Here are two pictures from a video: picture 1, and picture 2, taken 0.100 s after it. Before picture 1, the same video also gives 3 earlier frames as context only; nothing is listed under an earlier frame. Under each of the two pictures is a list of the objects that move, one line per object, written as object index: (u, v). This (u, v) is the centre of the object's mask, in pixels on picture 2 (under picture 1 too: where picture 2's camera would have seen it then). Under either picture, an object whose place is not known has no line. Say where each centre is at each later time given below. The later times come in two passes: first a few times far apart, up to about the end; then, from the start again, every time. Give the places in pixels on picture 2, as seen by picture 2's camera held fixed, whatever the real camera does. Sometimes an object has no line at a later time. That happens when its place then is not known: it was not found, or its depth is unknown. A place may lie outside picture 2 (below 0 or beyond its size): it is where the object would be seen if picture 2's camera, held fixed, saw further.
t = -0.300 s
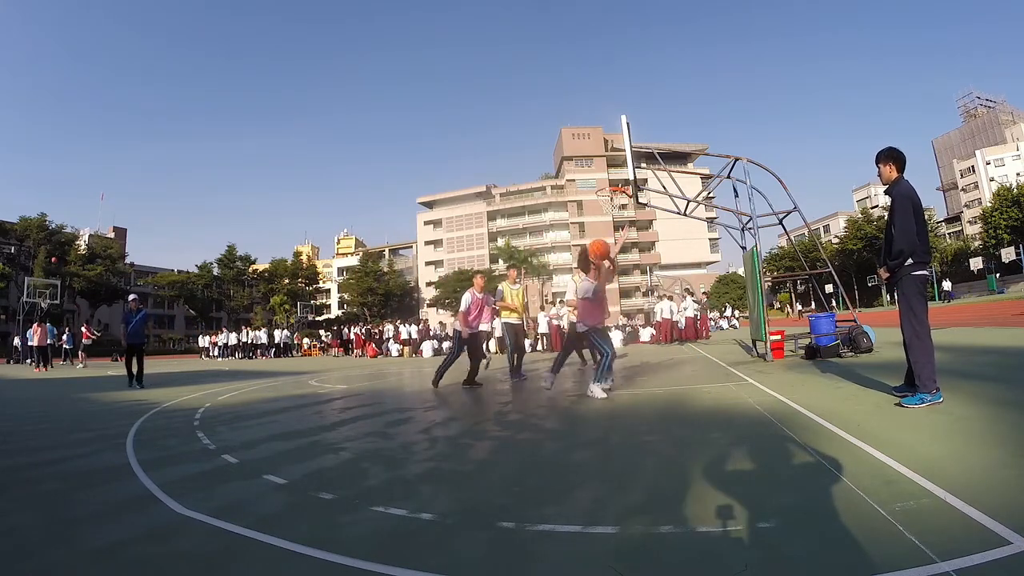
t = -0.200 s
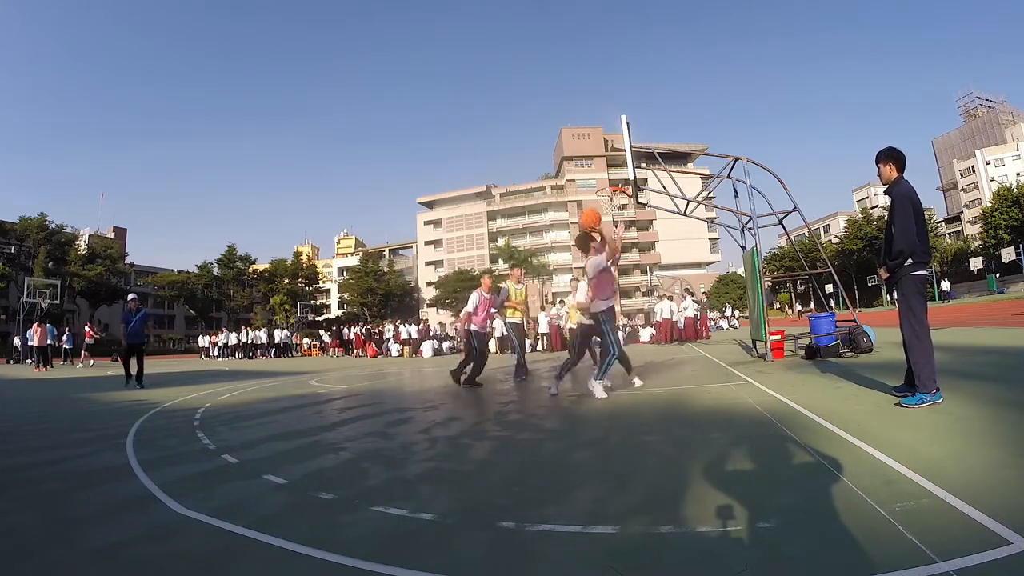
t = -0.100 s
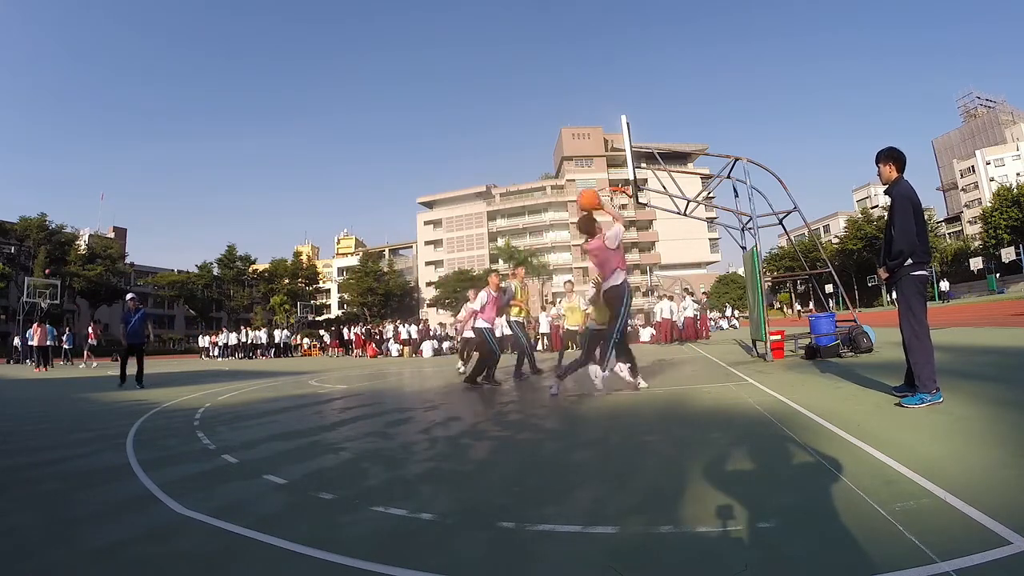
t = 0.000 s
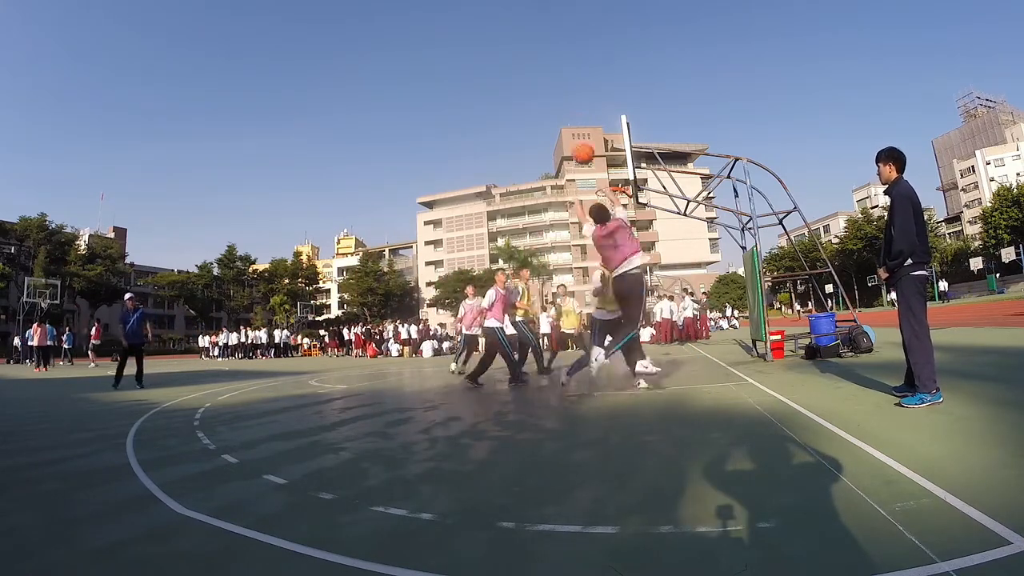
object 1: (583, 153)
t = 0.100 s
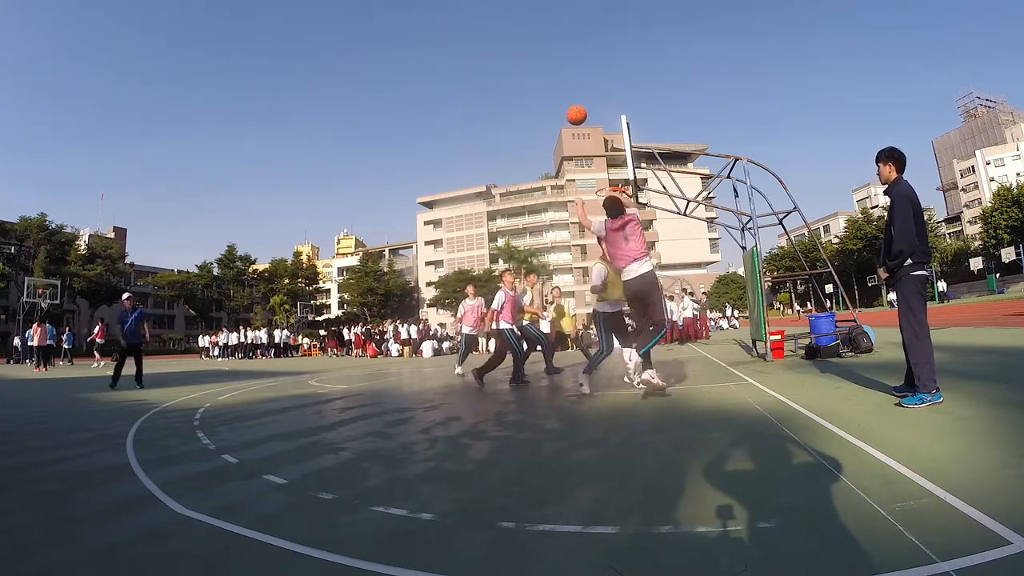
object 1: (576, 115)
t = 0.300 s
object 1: (568, 74)
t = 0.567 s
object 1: (563, 68)
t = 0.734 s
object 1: (562, 84)
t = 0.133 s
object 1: (574, 105)
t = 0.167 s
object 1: (573, 97)
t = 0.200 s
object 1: (572, 89)
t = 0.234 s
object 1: (570, 83)
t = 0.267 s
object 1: (569, 78)
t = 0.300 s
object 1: (568, 74)
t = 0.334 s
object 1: (567, 71)
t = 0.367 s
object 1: (566, 68)
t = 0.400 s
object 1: (565, 67)
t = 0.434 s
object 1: (565, 65)
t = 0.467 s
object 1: (564, 65)
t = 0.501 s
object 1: (564, 65)
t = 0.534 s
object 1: (563, 66)
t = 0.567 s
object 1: (563, 68)
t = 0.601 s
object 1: (563, 70)
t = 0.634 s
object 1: (563, 73)
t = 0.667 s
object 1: (562, 76)
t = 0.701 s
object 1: (562, 79)
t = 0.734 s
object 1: (562, 84)
